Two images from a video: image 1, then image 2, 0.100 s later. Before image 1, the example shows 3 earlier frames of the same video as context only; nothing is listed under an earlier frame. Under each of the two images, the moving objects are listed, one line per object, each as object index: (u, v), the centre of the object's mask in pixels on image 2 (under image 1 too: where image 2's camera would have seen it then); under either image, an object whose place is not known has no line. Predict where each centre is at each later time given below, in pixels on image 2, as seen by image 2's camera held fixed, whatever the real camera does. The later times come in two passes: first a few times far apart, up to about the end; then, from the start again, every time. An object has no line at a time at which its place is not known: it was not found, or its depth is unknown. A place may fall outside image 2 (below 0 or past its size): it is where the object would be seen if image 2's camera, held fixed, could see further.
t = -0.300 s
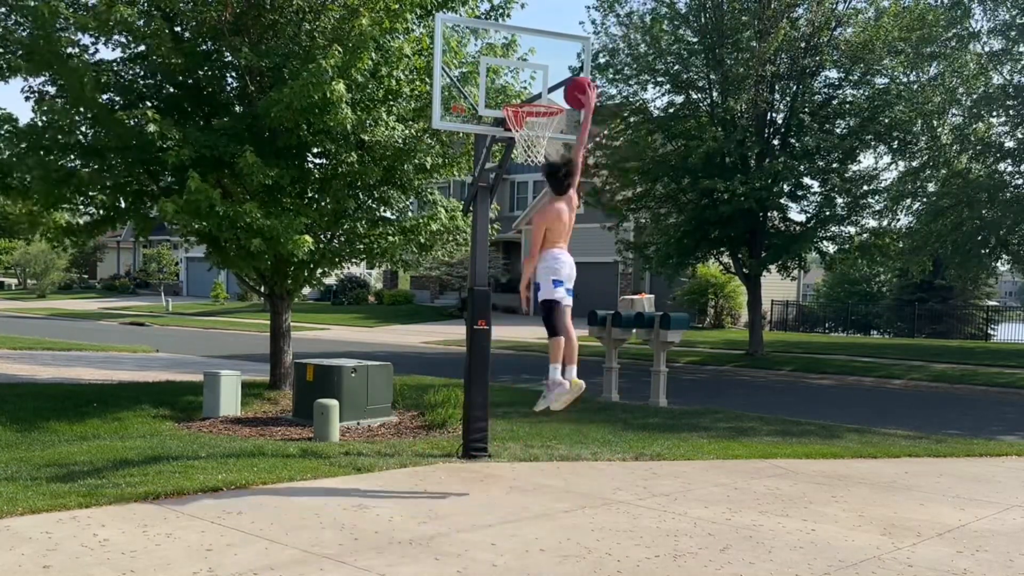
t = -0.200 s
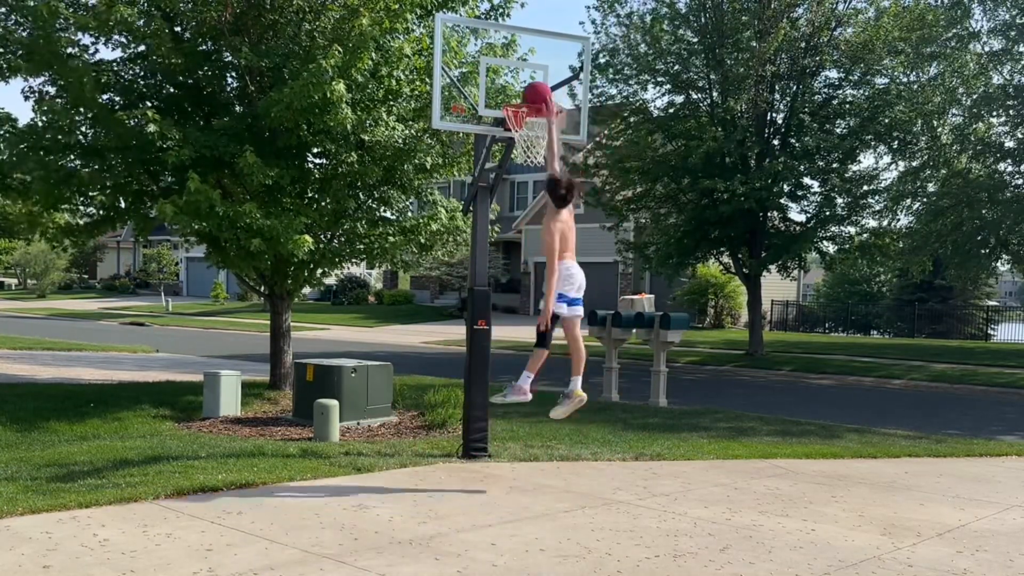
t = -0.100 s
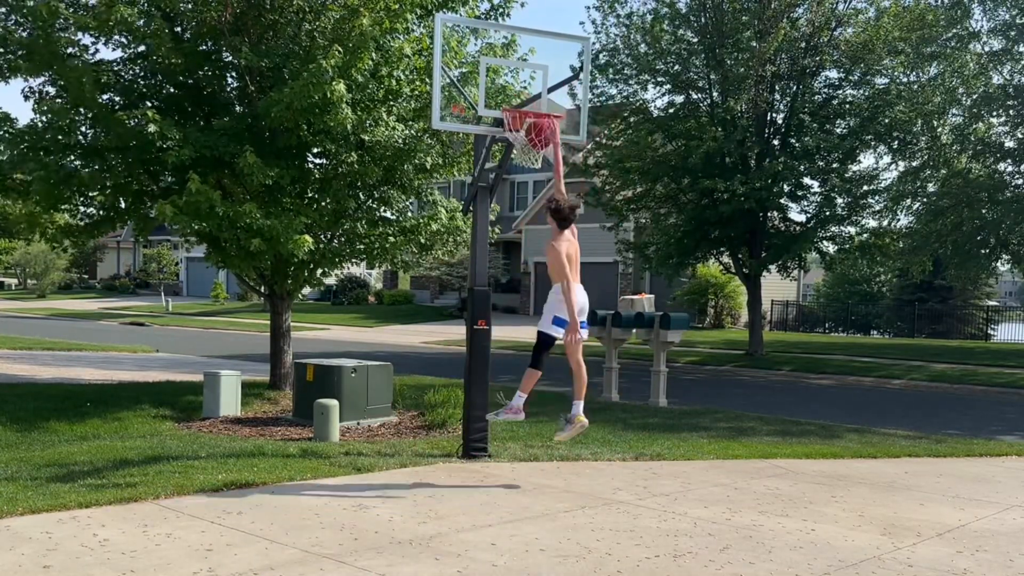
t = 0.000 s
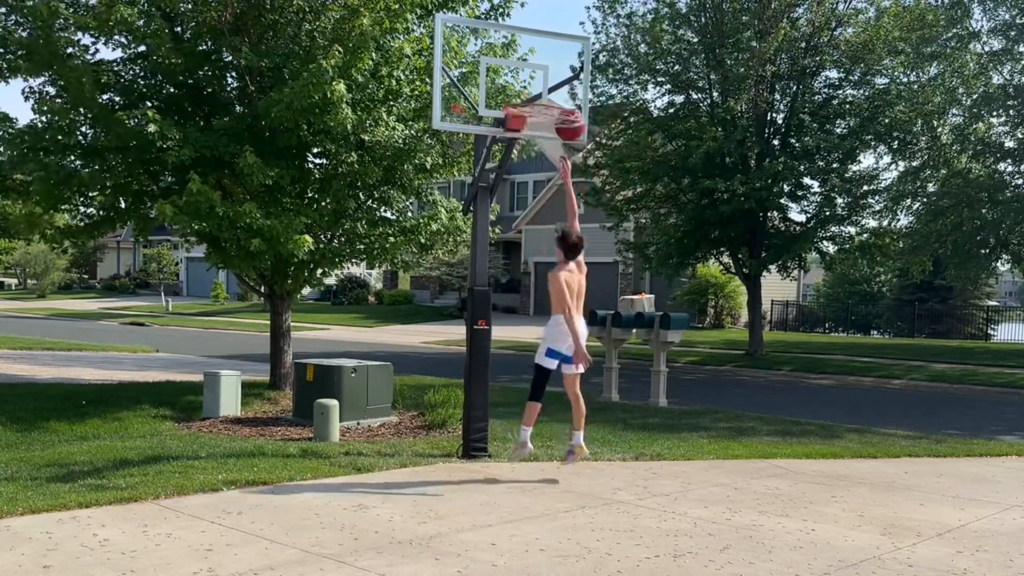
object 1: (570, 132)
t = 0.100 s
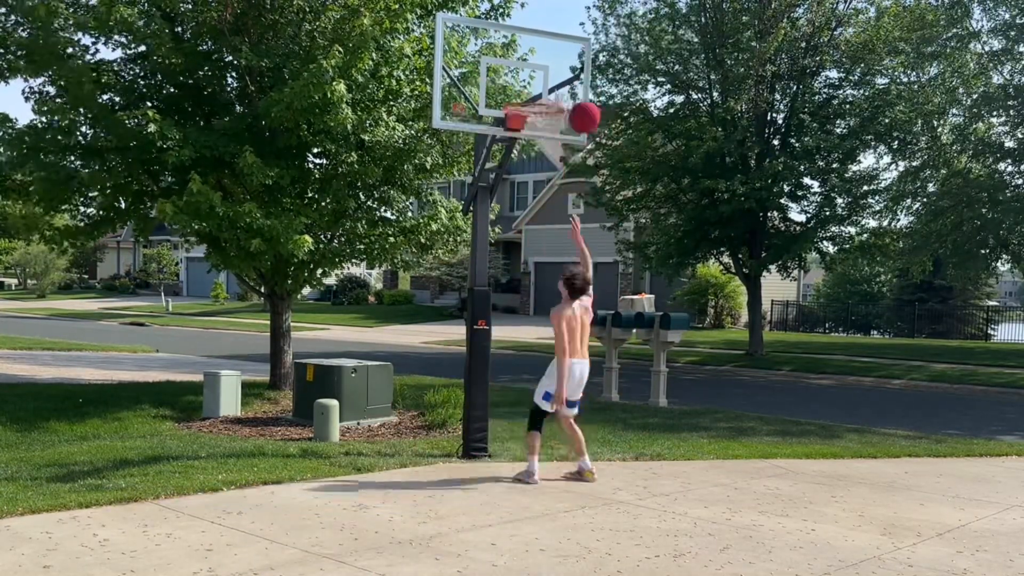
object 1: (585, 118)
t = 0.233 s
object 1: (609, 130)
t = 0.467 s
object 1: (649, 209)
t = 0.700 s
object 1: (690, 366)
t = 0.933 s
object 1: (719, 430)
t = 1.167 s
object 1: (732, 309)
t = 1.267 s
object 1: (737, 279)
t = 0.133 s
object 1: (591, 118)
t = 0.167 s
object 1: (597, 120)
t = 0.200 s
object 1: (603, 123)
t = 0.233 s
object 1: (609, 130)
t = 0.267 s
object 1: (615, 136)
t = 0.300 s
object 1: (620, 145)
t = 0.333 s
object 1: (626, 154)
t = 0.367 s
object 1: (632, 166)
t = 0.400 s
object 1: (637, 179)
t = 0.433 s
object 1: (643, 194)
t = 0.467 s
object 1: (649, 209)
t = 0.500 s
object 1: (655, 227)
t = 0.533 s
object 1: (661, 247)
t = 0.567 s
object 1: (667, 267)
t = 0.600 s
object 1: (672, 290)
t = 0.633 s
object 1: (678, 313)
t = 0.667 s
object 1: (684, 339)
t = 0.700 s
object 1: (690, 366)
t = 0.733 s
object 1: (696, 395)
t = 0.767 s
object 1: (701, 425)
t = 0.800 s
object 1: (707, 458)
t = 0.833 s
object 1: (713, 492)
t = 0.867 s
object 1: (715, 478)
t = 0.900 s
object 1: (718, 453)
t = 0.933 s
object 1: (719, 430)
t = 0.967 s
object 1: (721, 408)
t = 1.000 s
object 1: (723, 388)
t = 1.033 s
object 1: (725, 369)
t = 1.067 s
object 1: (726, 352)
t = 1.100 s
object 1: (729, 335)
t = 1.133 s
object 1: (731, 321)
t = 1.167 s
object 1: (732, 309)
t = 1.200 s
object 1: (733, 297)
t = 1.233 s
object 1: (735, 287)
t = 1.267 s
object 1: (737, 279)
